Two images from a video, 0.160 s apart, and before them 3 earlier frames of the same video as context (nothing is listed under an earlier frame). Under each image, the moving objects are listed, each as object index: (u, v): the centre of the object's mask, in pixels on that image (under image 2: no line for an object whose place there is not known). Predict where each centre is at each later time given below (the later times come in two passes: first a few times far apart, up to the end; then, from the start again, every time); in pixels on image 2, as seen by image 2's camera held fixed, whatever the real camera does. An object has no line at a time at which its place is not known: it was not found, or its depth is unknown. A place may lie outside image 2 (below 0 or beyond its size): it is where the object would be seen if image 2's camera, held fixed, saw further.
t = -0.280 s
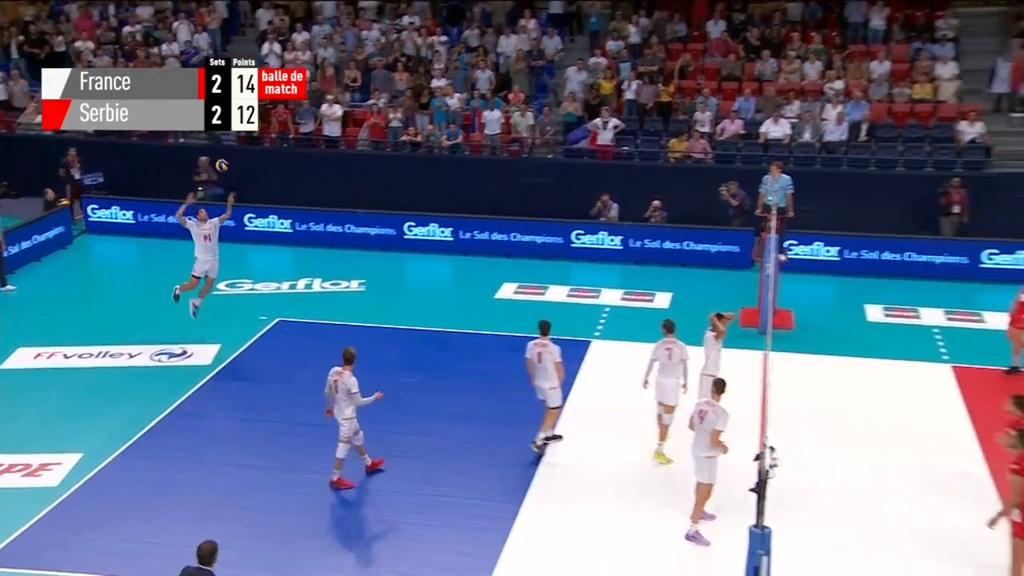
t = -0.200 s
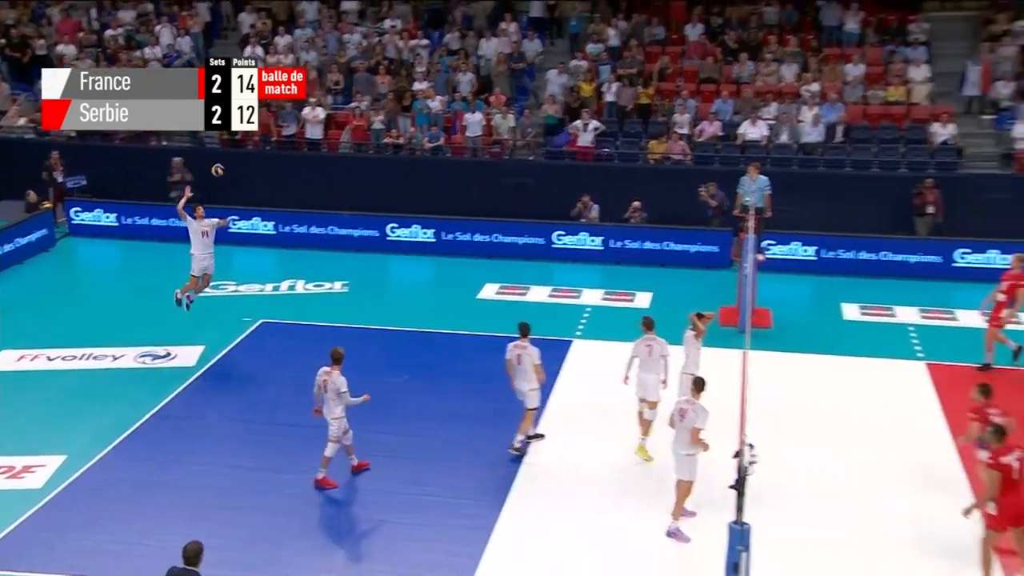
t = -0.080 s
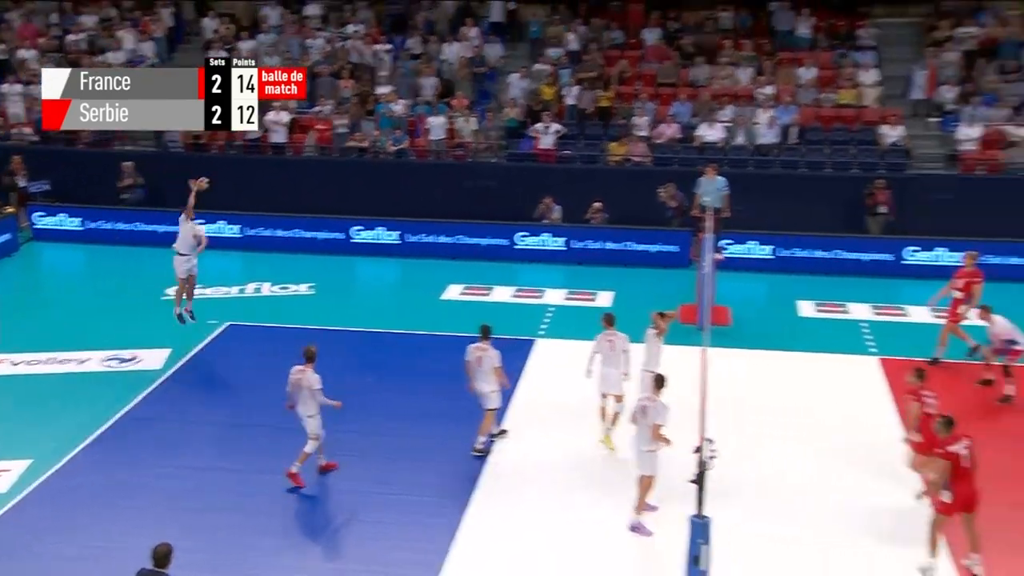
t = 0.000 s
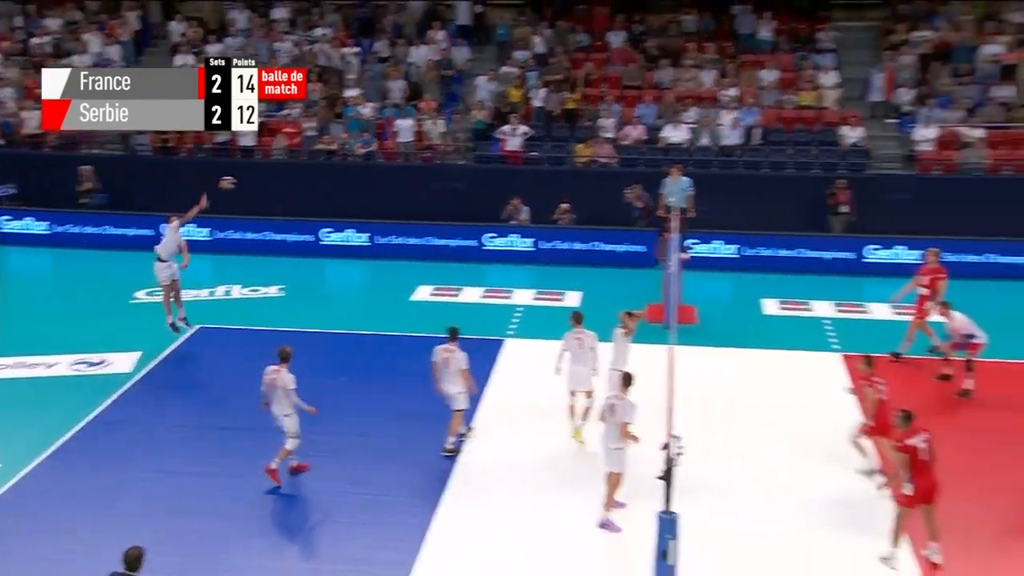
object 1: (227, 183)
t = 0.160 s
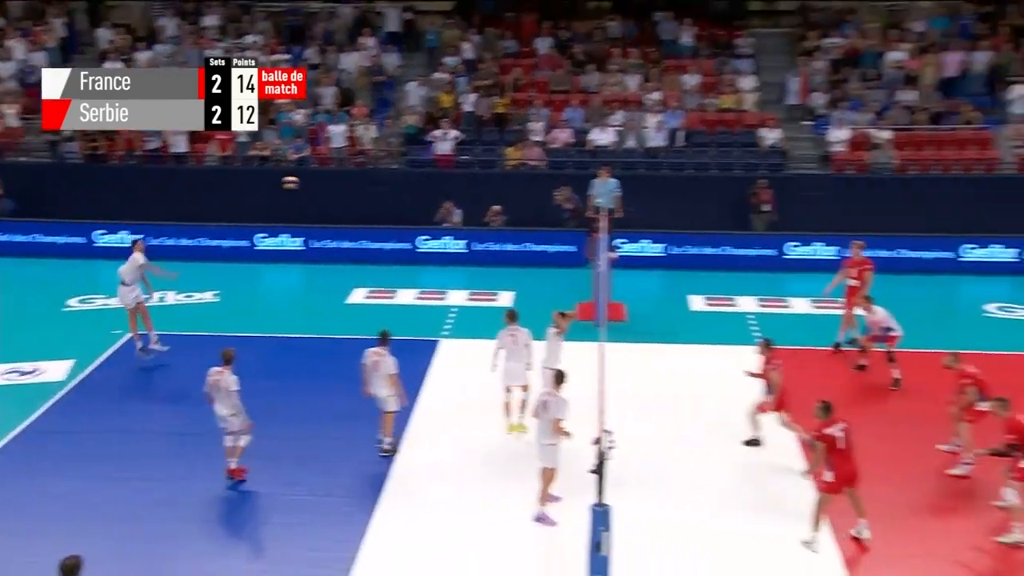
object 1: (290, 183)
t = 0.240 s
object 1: (357, 182)
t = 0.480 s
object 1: (566, 200)
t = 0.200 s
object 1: (324, 182)
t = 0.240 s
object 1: (357, 182)
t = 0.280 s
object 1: (392, 183)
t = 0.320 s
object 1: (426, 185)
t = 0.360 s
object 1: (461, 188)
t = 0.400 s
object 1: (495, 191)
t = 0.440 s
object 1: (530, 195)
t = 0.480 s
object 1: (566, 200)
